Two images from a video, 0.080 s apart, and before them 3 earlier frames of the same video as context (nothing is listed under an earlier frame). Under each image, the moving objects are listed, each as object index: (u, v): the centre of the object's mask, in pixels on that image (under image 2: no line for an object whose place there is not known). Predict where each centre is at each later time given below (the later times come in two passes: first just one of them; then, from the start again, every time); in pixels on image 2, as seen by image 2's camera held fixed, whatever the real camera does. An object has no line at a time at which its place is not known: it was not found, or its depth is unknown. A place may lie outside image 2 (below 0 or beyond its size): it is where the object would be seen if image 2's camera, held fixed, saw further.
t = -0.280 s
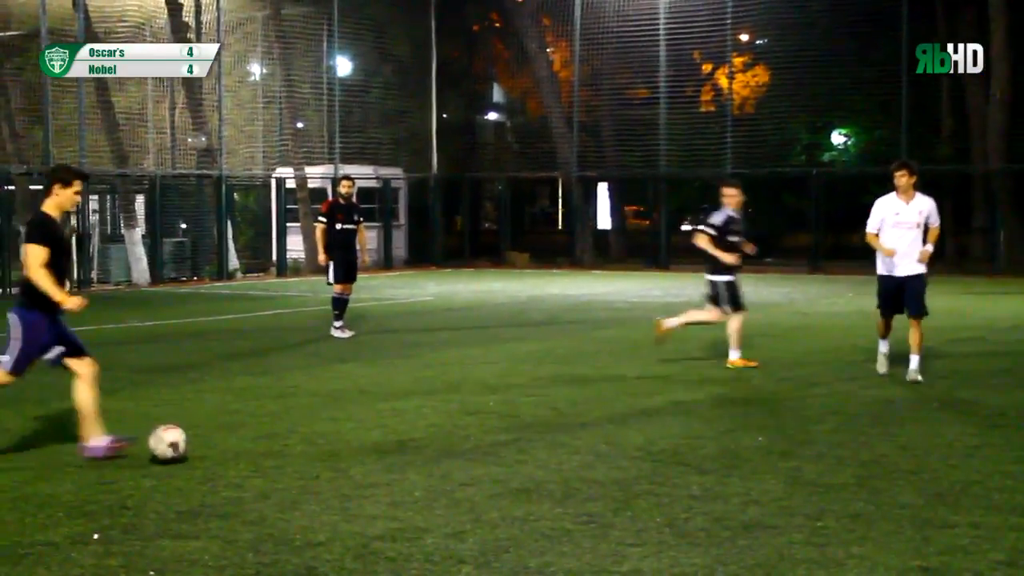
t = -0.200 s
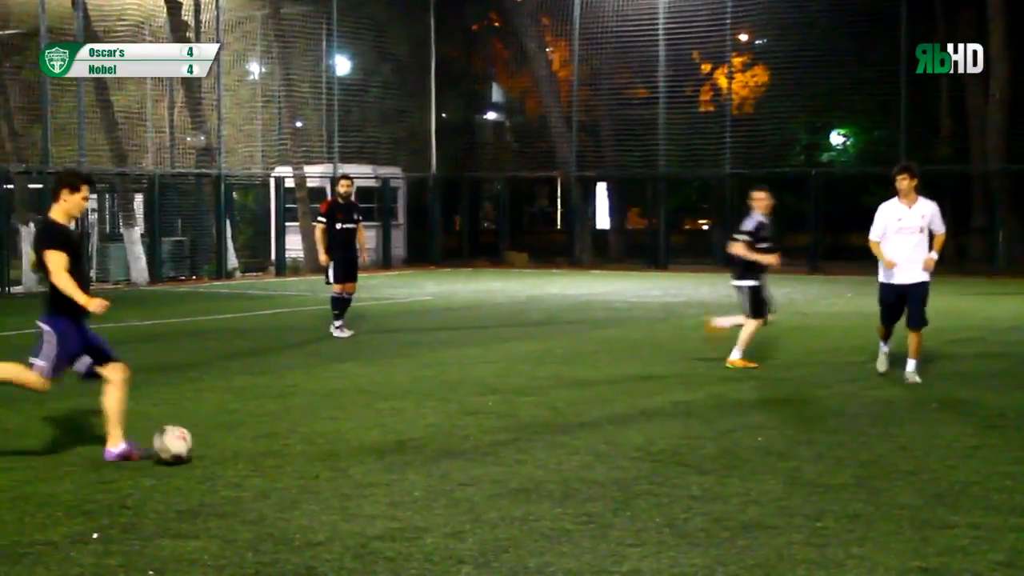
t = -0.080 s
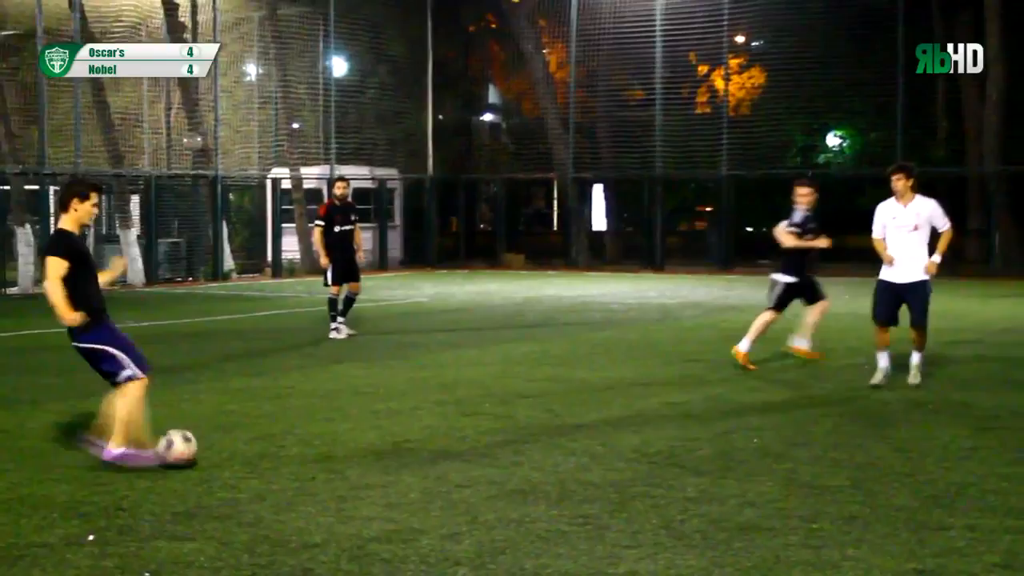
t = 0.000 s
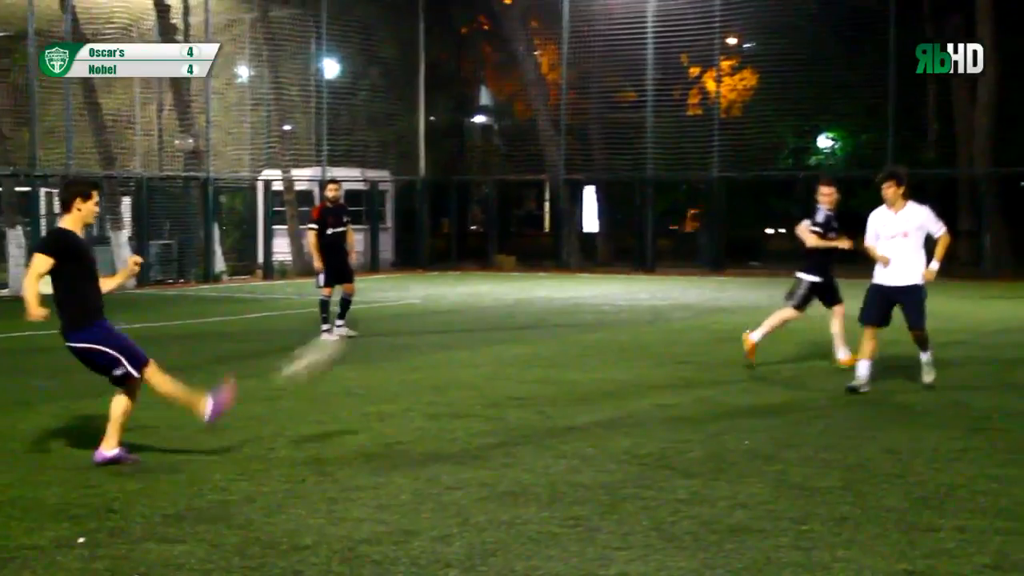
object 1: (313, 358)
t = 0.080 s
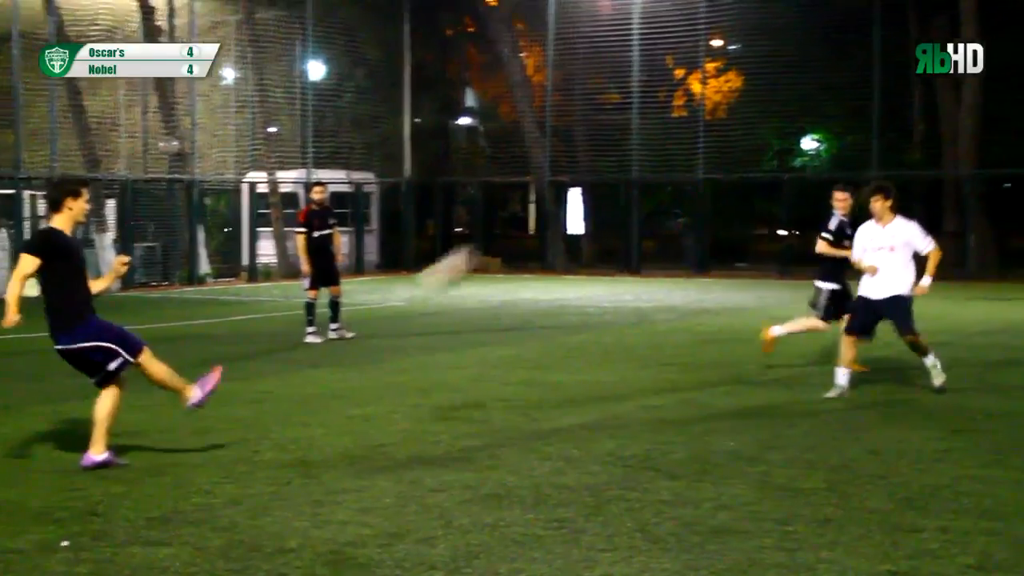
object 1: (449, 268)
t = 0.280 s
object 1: (722, 120)
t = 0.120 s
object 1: (511, 232)
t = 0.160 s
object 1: (571, 197)
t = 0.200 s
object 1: (625, 170)
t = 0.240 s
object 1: (675, 144)
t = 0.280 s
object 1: (722, 120)
